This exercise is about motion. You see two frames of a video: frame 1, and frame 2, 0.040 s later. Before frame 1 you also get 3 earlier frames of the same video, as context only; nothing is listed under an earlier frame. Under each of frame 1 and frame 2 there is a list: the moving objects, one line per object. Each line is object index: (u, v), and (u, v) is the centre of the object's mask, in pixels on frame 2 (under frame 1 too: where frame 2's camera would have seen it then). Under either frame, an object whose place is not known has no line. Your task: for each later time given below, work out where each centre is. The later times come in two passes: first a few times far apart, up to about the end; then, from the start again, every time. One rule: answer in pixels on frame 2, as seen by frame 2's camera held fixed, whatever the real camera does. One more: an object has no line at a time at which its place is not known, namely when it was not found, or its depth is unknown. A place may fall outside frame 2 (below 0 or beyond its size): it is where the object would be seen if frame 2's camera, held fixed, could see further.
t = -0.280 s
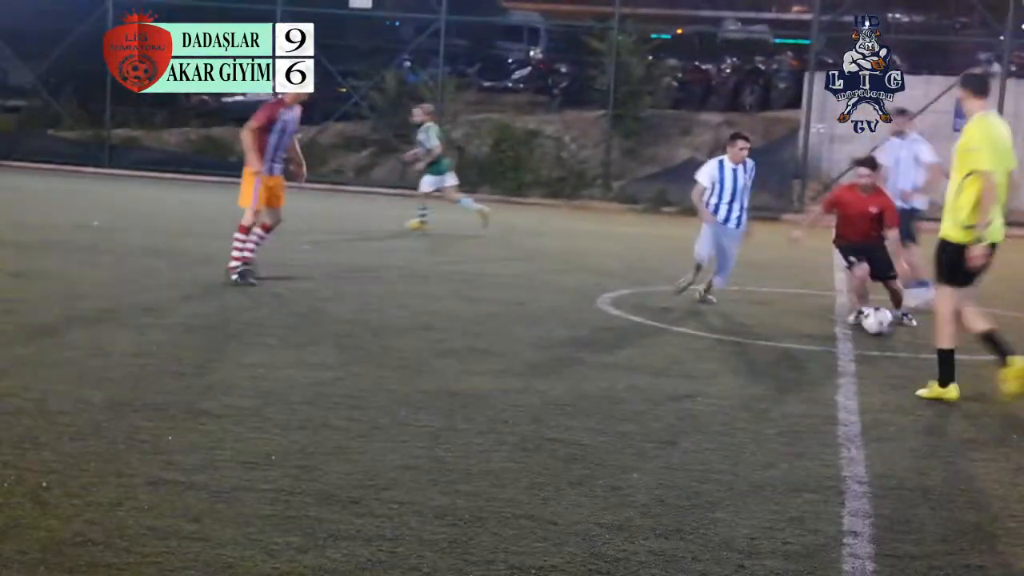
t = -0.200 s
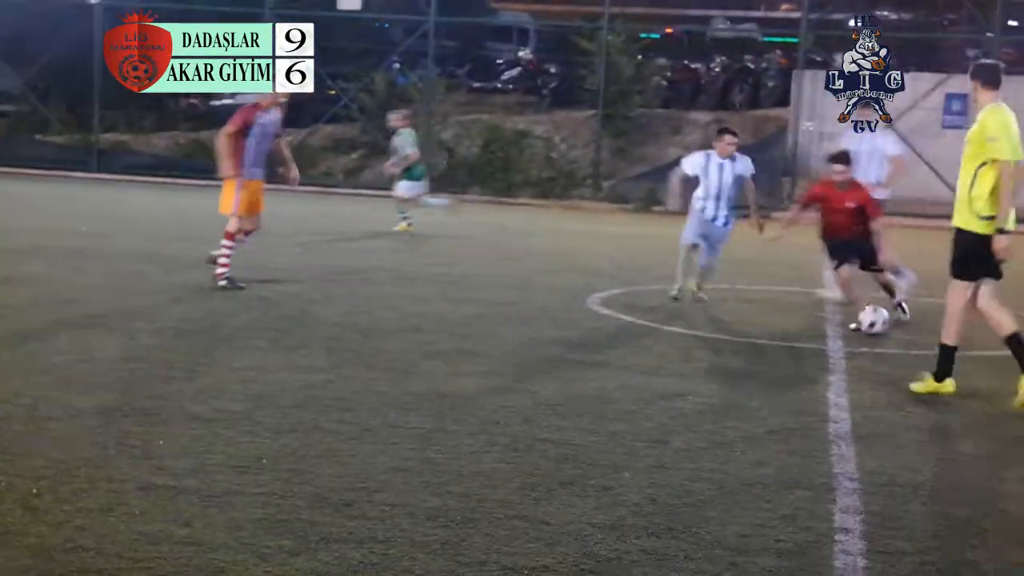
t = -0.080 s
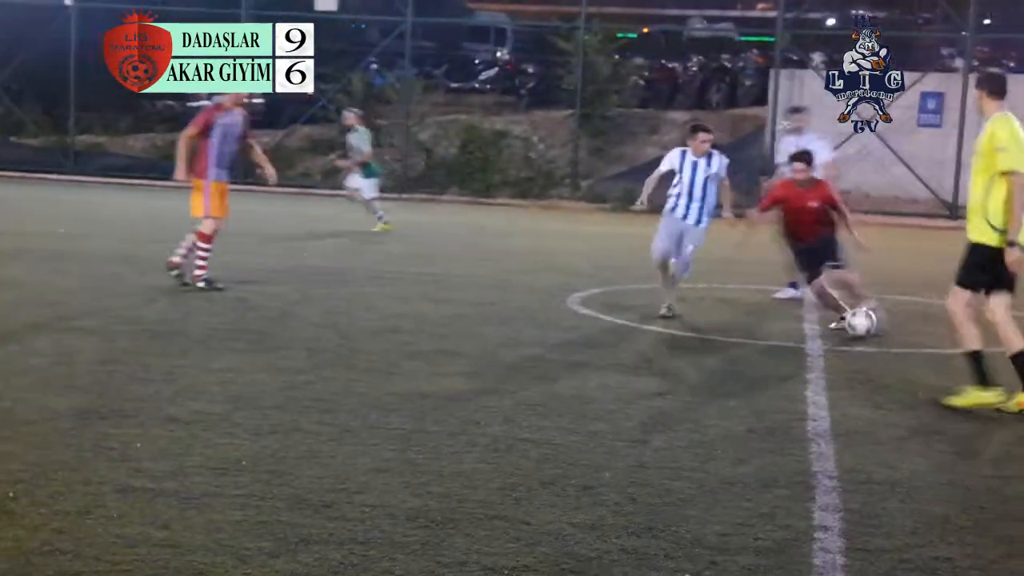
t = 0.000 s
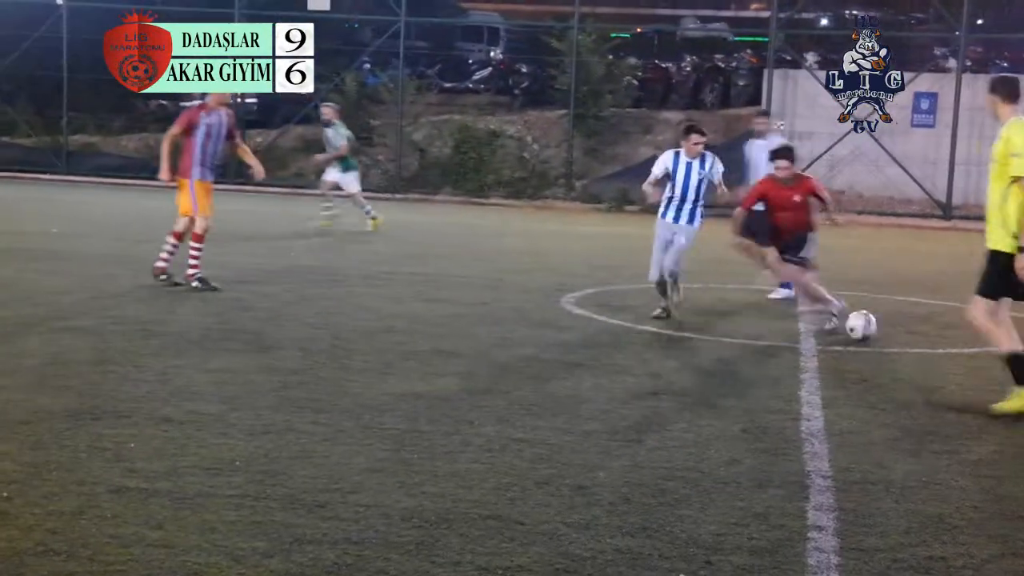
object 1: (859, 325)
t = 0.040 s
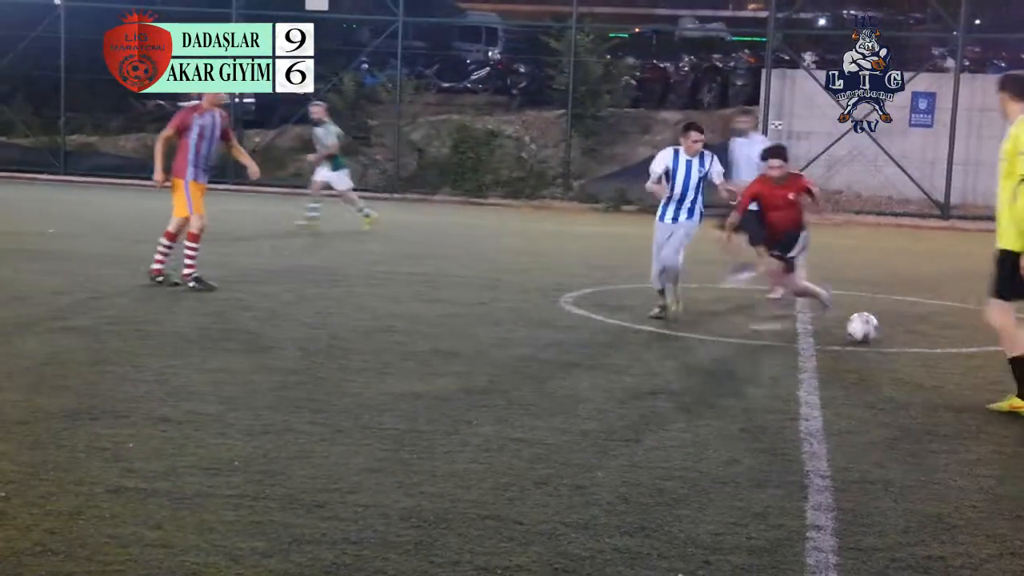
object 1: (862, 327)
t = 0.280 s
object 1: (881, 336)
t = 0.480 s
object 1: (896, 344)
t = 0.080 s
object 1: (865, 328)
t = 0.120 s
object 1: (869, 330)
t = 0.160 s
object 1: (872, 331)
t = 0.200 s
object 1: (875, 333)
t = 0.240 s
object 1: (878, 334)
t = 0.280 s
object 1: (881, 336)
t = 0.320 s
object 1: (885, 337)
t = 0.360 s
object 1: (888, 339)
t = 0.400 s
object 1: (891, 341)
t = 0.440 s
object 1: (893, 343)
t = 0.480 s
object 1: (896, 344)
